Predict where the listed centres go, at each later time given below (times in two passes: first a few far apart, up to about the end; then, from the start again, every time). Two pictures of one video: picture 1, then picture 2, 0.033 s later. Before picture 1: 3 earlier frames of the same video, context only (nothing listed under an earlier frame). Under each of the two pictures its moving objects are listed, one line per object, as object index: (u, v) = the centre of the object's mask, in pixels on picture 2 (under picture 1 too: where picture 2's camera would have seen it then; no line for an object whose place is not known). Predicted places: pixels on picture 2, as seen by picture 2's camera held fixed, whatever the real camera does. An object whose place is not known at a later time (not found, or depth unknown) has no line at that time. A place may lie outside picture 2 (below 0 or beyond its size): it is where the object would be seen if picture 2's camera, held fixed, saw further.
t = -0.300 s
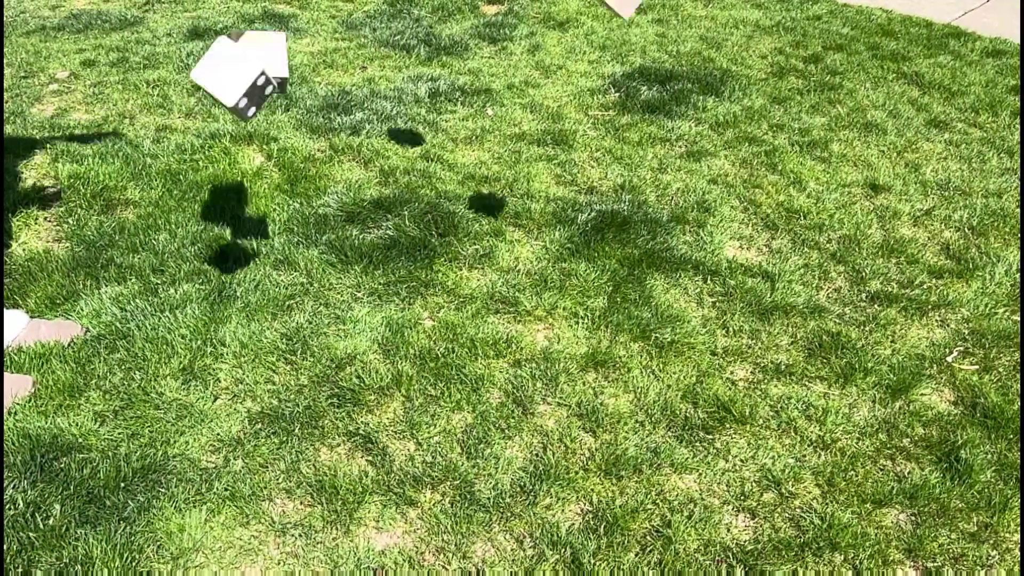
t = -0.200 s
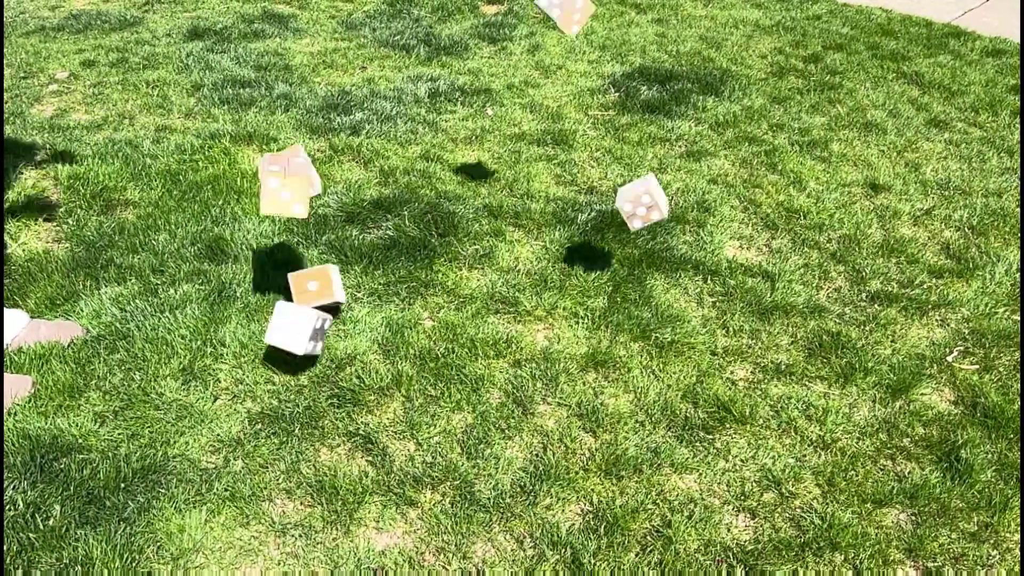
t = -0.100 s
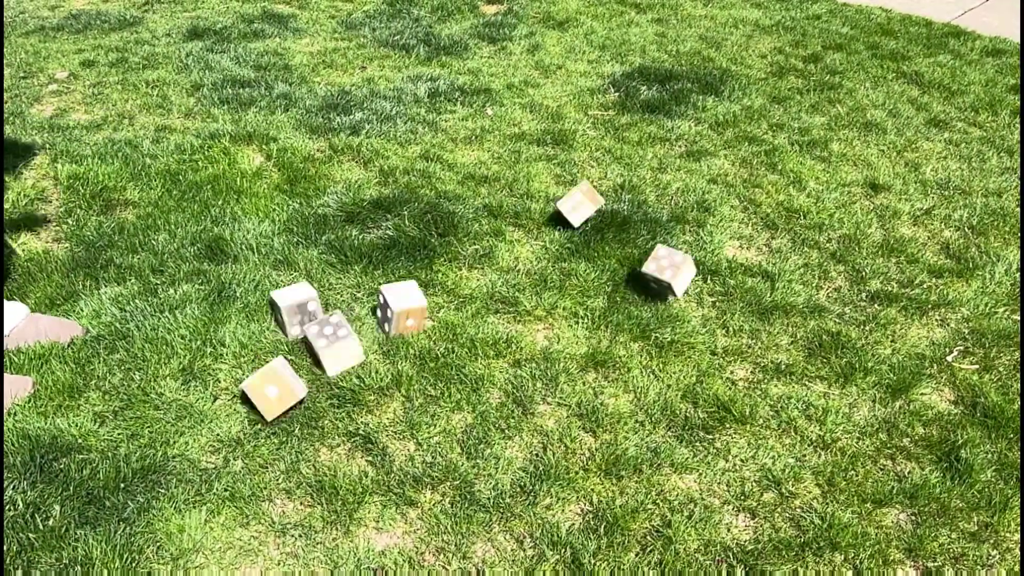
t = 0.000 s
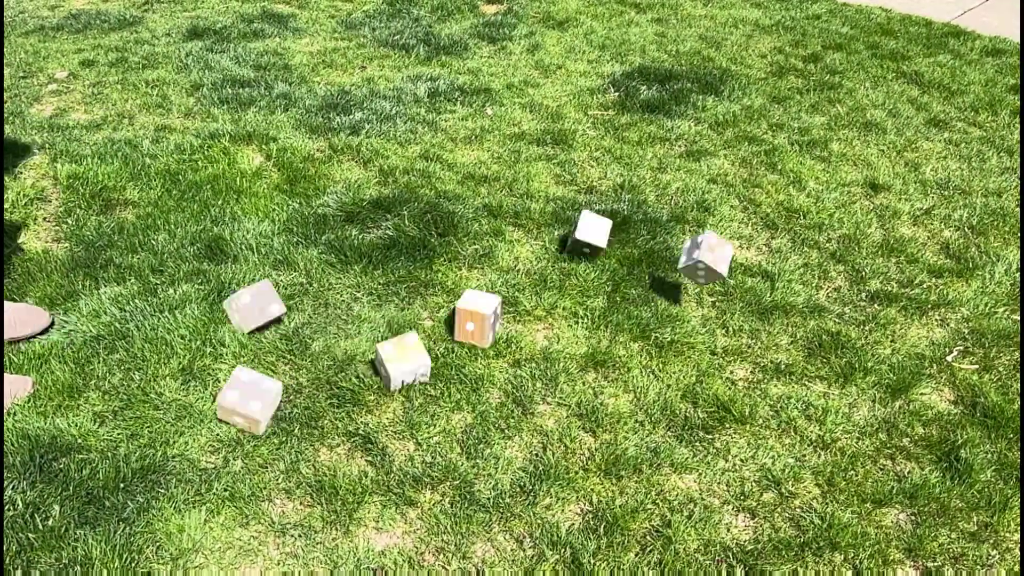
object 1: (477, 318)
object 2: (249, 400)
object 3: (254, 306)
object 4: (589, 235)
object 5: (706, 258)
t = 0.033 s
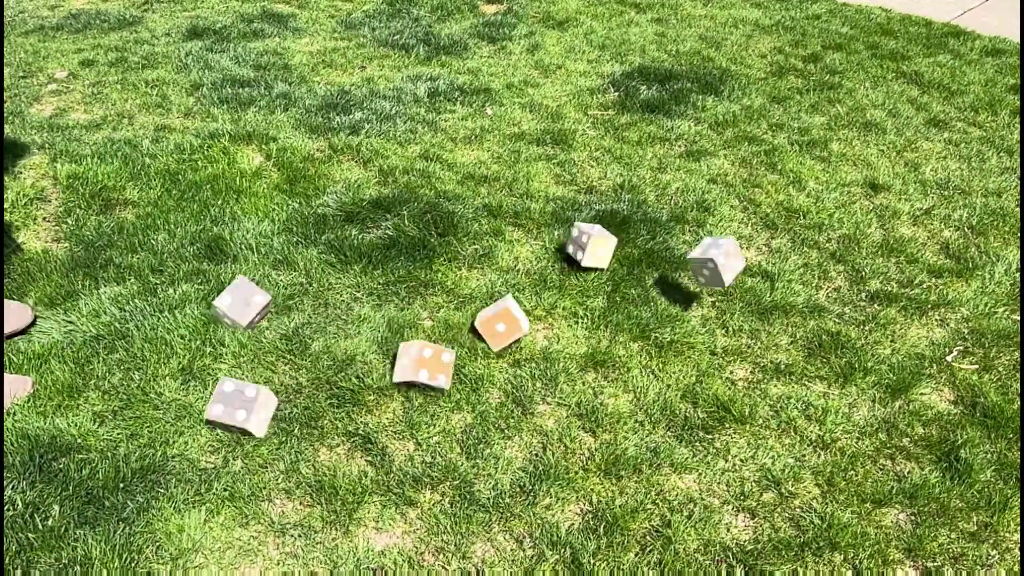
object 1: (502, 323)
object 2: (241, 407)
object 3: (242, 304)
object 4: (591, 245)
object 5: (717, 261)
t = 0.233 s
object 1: (619, 350)
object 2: (209, 417)
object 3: (209, 297)
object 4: (615, 296)
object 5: (772, 308)
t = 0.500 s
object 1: (739, 434)
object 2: (212, 431)
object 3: (231, 299)
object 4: (658, 308)
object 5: (823, 298)
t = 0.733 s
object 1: (821, 489)
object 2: (212, 430)
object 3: (232, 299)
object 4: (678, 316)
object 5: (844, 302)
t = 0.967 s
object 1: (863, 505)
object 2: (212, 430)
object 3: (232, 299)
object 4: (675, 316)
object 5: (835, 304)
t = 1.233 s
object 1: (852, 502)
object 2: (212, 430)
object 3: (232, 299)
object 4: (675, 316)
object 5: (834, 304)
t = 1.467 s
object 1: (852, 502)
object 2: (212, 430)
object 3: (232, 299)
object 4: (675, 316)
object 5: (834, 304)
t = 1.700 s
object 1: (852, 502)
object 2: (212, 430)
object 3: (232, 299)
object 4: (675, 317)
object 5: (834, 304)
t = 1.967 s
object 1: (852, 502)
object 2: (212, 431)
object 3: (232, 299)
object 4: (675, 317)
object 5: (834, 304)
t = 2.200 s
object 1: (852, 502)
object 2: (212, 430)
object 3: (232, 299)
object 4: (675, 317)
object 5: (834, 304)
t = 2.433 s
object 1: (852, 502)
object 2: (212, 430)
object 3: (232, 299)
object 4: (675, 317)
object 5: (834, 304)
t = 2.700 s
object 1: (852, 502)
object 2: (213, 431)
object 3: (232, 299)
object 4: (675, 317)
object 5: (834, 304)
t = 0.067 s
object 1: (528, 323)
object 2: (233, 407)
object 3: (231, 302)
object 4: (594, 258)
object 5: (727, 268)
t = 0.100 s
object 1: (552, 326)
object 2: (226, 409)
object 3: (222, 301)
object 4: (596, 274)
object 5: (736, 279)
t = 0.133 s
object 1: (575, 331)
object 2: (221, 412)
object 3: (216, 300)
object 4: (599, 294)
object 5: (745, 293)
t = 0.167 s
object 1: (592, 327)
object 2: (216, 413)
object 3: (212, 298)
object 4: (604, 295)
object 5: (753, 310)
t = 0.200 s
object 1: (605, 336)
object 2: (212, 415)
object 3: (210, 298)
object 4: (609, 293)
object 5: (763, 313)
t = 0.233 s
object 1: (619, 350)
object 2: (209, 417)
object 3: (209, 297)
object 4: (615, 296)
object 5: (772, 308)
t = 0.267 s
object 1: (632, 366)
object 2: (209, 420)
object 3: (210, 298)
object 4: (621, 298)
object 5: (780, 302)
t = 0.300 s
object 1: (646, 377)
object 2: (209, 422)
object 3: (212, 298)
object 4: (627, 303)
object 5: (788, 300)
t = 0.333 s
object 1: (661, 383)
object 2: (211, 425)
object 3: (214, 298)
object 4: (635, 307)
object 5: (794, 301)
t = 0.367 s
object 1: (678, 392)
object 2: (213, 427)
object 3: (217, 298)
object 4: (641, 308)
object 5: (801, 304)
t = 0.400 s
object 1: (695, 405)
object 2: (213, 429)
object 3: (221, 299)
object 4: (645, 306)
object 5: (806, 301)
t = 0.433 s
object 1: (709, 414)
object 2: (213, 431)
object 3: (225, 300)
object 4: (649, 307)
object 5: (811, 299)
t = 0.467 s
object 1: (724, 422)
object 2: (212, 431)
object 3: (228, 299)
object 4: (653, 308)
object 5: (817, 298)
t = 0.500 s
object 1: (739, 434)
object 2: (212, 431)
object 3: (231, 299)
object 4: (658, 308)
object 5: (823, 298)
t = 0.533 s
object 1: (754, 443)
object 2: (212, 431)
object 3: (233, 299)
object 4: (663, 309)
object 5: (828, 299)
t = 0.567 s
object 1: (767, 453)
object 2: (212, 430)
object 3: (234, 299)
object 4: (668, 311)
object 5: (832, 300)
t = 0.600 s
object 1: (781, 462)
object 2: (212, 430)
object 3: (233, 299)
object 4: (672, 313)
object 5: (836, 300)
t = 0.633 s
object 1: (792, 466)
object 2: (212, 430)
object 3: (232, 299)
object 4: (675, 314)
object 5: (840, 301)
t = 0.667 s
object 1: (801, 474)
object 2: (212, 430)
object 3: (232, 299)
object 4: (677, 315)
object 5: (842, 302)
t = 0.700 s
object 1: (811, 485)
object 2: (212, 430)
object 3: (232, 299)
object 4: (678, 316)
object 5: (844, 302)
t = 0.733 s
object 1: (821, 489)
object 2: (212, 430)
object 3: (232, 299)
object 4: (678, 316)
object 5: (844, 302)
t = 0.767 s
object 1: (830, 493)
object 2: (212, 430)
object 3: (232, 299)
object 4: (678, 317)
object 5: (844, 302)
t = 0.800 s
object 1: (837, 498)
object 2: (212, 430)
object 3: (232, 299)
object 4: (677, 317)
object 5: (843, 302)
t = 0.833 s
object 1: (845, 503)
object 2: (212, 430)
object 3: (232, 299)
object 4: (676, 316)
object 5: (842, 302)
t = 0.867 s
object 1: (852, 504)
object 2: (212, 430)
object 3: (232, 299)
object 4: (675, 316)
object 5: (841, 302)
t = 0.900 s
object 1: (858, 505)
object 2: (212, 430)
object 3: (232, 299)
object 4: (675, 316)
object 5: (839, 302)
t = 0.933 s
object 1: (862, 505)
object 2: (212, 430)
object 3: (232, 299)
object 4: (675, 316)
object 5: (838, 303)
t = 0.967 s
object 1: (863, 505)
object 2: (212, 430)
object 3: (232, 299)
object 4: (675, 316)
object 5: (835, 304)
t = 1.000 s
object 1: (862, 505)
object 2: (212, 430)
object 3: (232, 299)
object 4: (675, 316)
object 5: (834, 304)
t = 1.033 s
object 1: (859, 504)
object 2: (212, 430)
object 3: (232, 299)
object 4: (675, 316)
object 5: (834, 304)
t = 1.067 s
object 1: (856, 503)
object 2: (212, 430)
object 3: (232, 299)
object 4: (675, 316)
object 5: (834, 304)
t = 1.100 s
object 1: (854, 503)
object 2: (212, 430)
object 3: (232, 299)
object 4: (675, 316)
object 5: (834, 304)
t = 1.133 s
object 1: (852, 502)
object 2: (212, 430)
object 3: (232, 299)
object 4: (675, 316)
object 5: (834, 304)
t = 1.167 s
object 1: (851, 502)
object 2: (212, 430)
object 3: (232, 299)
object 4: (675, 316)
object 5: (834, 304)
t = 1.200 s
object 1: (852, 502)
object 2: (212, 430)
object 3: (232, 299)
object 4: (675, 316)
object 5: (834, 304)
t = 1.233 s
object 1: (852, 502)
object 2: (212, 430)
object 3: (232, 299)
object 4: (675, 316)
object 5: (834, 304)
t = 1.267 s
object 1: (852, 502)
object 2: (212, 430)
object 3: (232, 299)
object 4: (675, 316)
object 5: (834, 304)
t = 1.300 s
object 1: (852, 502)
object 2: (212, 430)
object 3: (232, 299)
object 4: (675, 316)
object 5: (834, 304)
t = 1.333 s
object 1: (852, 502)
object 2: (212, 430)
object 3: (232, 298)
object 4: (675, 316)
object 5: (834, 304)
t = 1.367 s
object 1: (852, 502)
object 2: (212, 430)
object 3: (232, 299)
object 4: (675, 316)
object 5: (834, 304)
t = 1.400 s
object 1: (852, 502)
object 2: (212, 430)
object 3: (232, 299)
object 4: (675, 316)
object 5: (834, 304)
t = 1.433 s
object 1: (852, 502)
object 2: (212, 430)
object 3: (232, 299)
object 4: (675, 316)
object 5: (834, 304)
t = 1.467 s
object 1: (852, 502)
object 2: (212, 430)
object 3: (232, 299)
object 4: (675, 316)
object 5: (834, 304)
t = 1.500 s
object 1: (852, 502)
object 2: (212, 430)
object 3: (232, 299)
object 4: (675, 316)
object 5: (834, 304)
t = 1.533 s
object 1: (852, 502)
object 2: (212, 430)
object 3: (232, 299)
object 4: (675, 316)
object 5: (834, 304)
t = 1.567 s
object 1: (853, 502)
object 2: (212, 430)
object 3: (232, 299)
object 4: (675, 316)
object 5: (834, 304)
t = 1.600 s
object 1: (852, 502)
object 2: (212, 430)
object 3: (232, 299)
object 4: (675, 316)
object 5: (834, 304)
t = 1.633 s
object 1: (852, 502)
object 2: (212, 430)
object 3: (232, 299)
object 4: (675, 316)
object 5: (834, 304)
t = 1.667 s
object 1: (852, 502)
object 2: (212, 430)
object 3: (232, 299)
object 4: (675, 317)
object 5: (834, 304)
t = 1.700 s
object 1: (852, 502)
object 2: (212, 430)
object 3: (232, 299)
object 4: (675, 317)
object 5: (834, 304)
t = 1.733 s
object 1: (852, 502)
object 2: (212, 430)
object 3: (232, 299)
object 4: (675, 317)
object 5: (834, 304)
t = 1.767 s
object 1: (852, 502)
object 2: (212, 430)
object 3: (232, 299)
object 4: (675, 317)
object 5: (834, 304)
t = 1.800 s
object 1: (852, 502)
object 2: (212, 431)
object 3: (232, 299)
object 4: (675, 317)
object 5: (834, 304)
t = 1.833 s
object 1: (852, 502)
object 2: (212, 431)
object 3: (232, 299)
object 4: (675, 317)
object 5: (834, 304)
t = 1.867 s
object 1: (852, 502)
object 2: (212, 431)
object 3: (232, 298)
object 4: (675, 316)
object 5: (834, 304)
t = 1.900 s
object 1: (852, 502)
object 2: (212, 431)
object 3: (232, 299)
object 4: (675, 317)
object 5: (834, 304)
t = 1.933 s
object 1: (852, 502)
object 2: (212, 431)
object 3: (232, 299)
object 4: (675, 317)
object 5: (834, 304)
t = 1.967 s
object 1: (852, 502)
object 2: (212, 431)
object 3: (232, 299)
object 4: (675, 317)
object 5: (834, 304)
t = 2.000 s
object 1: (852, 502)
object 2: (212, 430)
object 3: (232, 299)
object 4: (675, 317)
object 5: (834, 304)
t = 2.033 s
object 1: (852, 502)
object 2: (212, 430)
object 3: (232, 299)
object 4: (675, 317)
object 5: (834, 304)
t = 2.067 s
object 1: (852, 502)
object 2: (212, 430)
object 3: (232, 299)
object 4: (675, 317)
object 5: (834, 304)
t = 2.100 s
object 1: (852, 502)
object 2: (212, 430)
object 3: (232, 299)
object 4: (675, 317)
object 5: (834, 304)
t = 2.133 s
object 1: (852, 502)
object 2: (212, 430)
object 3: (232, 299)
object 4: (675, 317)
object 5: (834, 304)
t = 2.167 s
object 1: (852, 502)
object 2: (212, 430)
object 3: (232, 299)
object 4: (675, 317)
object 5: (834, 304)
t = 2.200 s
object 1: (852, 502)
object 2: (212, 430)
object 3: (232, 299)
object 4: (675, 317)
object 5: (834, 304)
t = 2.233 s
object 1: (852, 502)
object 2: (212, 430)
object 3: (232, 299)
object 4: (675, 317)
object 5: (834, 304)
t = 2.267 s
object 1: (852, 502)
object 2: (212, 430)
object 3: (232, 299)
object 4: (675, 317)
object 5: (834, 304)
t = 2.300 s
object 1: (852, 502)
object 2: (212, 430)
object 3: (232, 299)
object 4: (675, 317)
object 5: (834, 304)
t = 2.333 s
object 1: (852, 502)
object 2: (212, 430)
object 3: (232, 299)
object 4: (675, 317)
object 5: (834, 304)
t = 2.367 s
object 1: (852, 502)
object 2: (212, 430)
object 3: (232, 299)
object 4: (675, 317)
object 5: (834, 304)
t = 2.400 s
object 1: (852, 502)
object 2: (212, 430)
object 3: (232, 299)
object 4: (675, 317)
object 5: (834, 304)
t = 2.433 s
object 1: (852, 502)
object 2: (212, 430)
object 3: (232, 299)
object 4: (675, 317)
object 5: (834, 304)
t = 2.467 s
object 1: (852, 502)
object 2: (212, 431)
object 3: (232, 299)
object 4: (675, 317)
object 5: (834, 304)
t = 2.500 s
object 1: (852, 502)
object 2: (212, 431)
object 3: (232, 299)
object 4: (675, 317)
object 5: (834, 304)
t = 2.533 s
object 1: (852, 502)
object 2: (212, 431)
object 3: (232, 299)
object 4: (675, 317)
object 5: (834, 304)
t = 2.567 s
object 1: (852, 502)
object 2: (213, 431)
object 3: (232, 299)
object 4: (675, 317)
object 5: (834, 304)
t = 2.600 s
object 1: (852, 502)
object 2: (213, 431)
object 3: (232, 299)
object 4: (675, 317)
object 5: (834, 305)
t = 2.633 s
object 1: (852, 502)
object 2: (213, 431)
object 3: (232, 299)
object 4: (675, 317)
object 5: (834, 305)
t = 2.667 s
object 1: (852, 502)
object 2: (213, 431)
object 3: (232, 299)
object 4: (675, 317)
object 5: (834, 304)
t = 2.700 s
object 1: (852, 502)
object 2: (213, 431)
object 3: (232, 299)
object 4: (675, 317)
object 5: (834, 304)
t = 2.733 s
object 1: (852, 502)
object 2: (213, 431)
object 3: (232, 299)
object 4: (675, 317)
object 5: (834, 304)
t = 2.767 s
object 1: (853, 502)
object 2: (213, 431)
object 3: (232, 299)
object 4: (675, 317)
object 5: (834, 304)
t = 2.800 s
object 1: (853, 502)
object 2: (213, 431)
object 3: (232, 299)
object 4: (675, 317)
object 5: (834, 304)
